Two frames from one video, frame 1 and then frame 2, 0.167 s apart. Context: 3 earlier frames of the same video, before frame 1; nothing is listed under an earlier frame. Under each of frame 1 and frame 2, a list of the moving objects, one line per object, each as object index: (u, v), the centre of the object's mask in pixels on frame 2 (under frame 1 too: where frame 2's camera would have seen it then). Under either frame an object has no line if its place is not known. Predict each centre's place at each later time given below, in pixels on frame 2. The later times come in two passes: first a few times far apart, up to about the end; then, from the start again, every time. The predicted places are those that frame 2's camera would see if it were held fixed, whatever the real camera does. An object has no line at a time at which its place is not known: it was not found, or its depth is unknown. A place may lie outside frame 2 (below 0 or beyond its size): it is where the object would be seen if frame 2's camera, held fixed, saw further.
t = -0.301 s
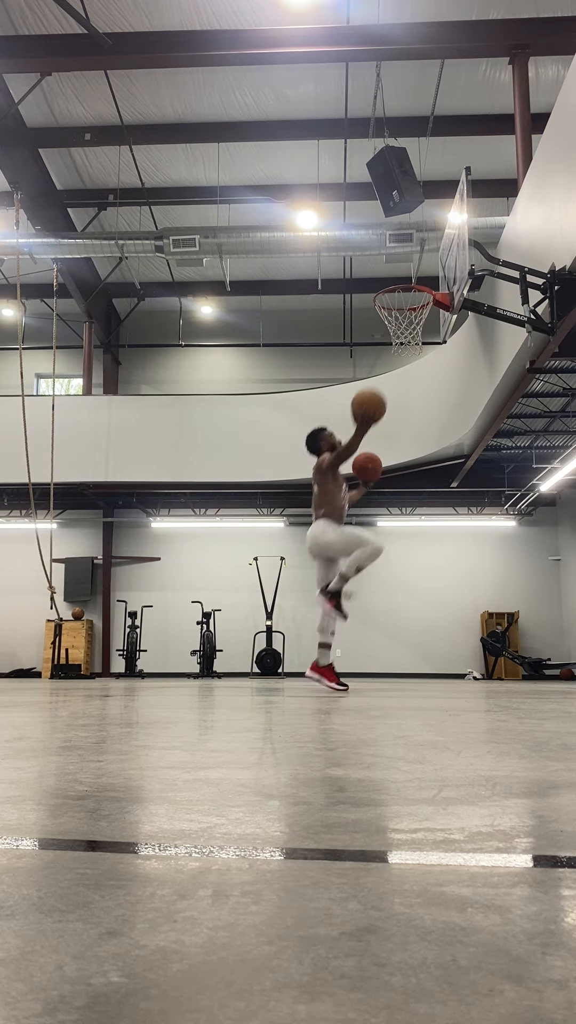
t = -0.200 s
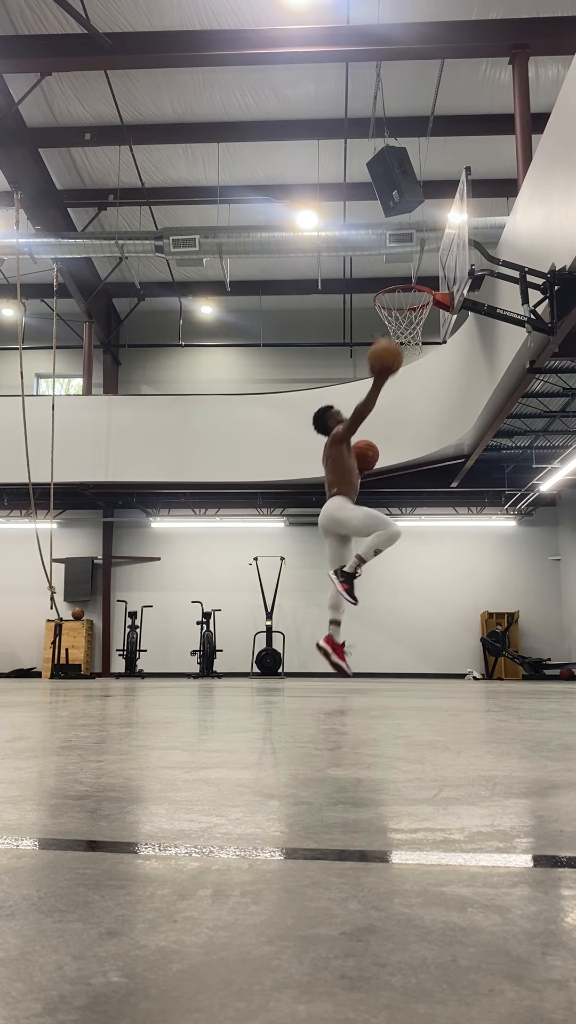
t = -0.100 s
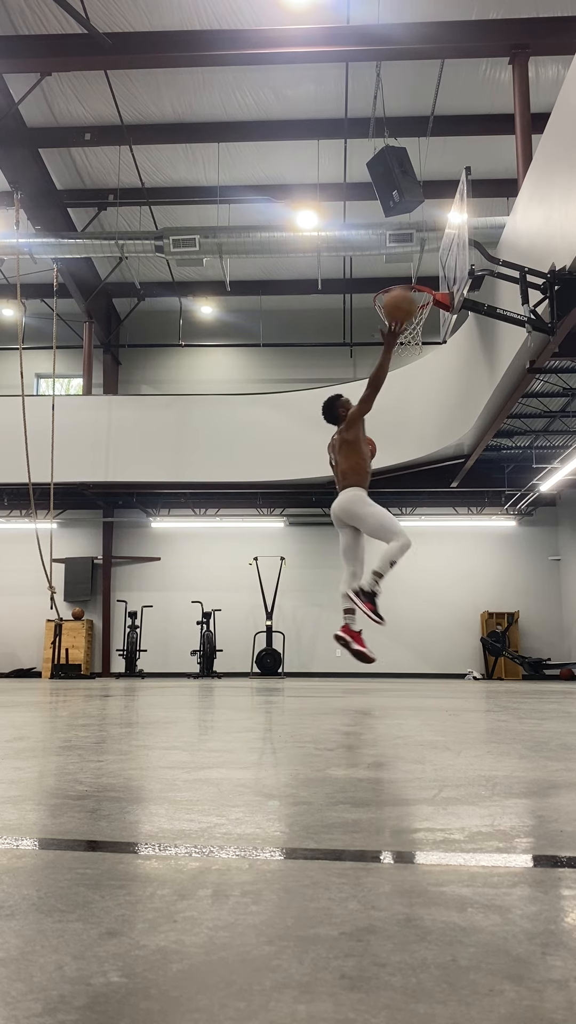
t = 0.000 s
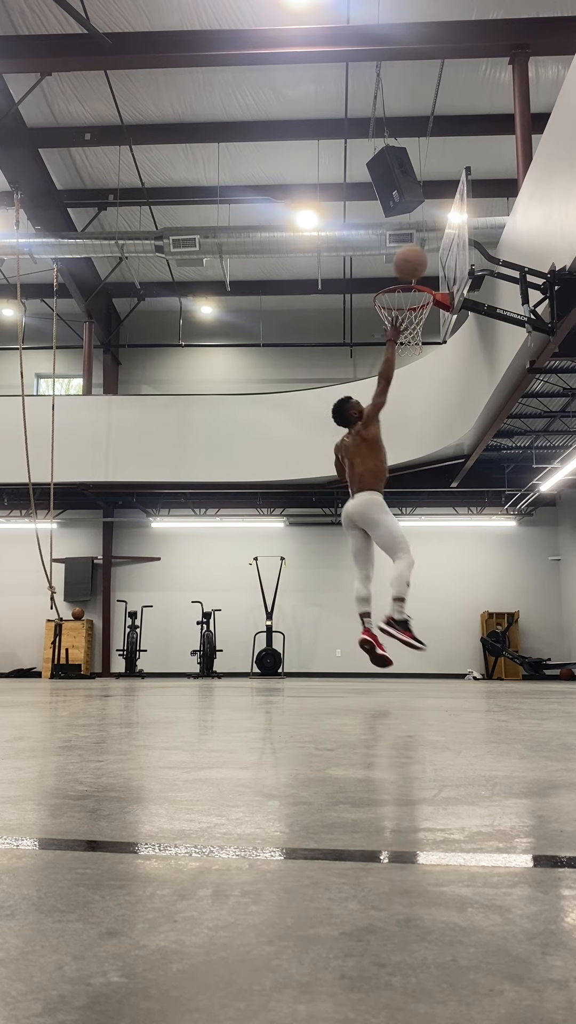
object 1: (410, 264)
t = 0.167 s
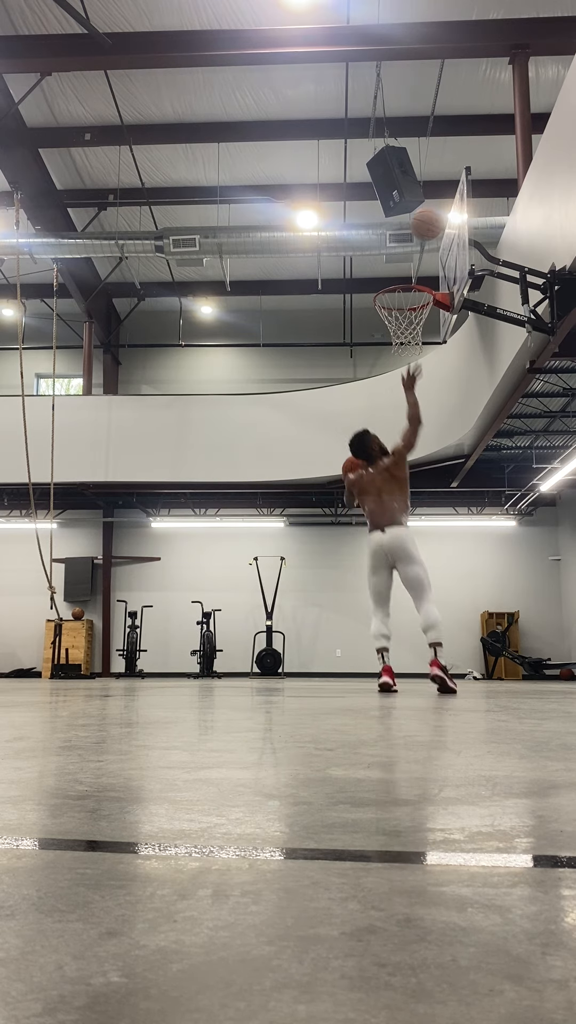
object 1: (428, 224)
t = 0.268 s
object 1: (435, 218)
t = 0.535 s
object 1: (420, 250)
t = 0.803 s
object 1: (390, 305)
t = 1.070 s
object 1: (399, 339)
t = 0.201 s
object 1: (430, 221)
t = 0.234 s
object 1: (432, 219)
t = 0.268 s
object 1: (435, 218)
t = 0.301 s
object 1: (438, 220)
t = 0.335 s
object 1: (440, 221)
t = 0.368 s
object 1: (436, 224)
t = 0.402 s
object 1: (433, 227)
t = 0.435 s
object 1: (430, 230)
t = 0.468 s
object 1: (428, 235)
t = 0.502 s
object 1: (423, 242)
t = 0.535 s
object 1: (420, 250)
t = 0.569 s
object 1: (417, 260)
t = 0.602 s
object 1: (414, 270)
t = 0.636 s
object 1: (411, 277)
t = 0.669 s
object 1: (407, 295)
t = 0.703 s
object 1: (403, 296)
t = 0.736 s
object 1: (399, 298)
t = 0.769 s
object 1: (394, 301)
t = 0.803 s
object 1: (390, 305)
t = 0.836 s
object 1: (386, 312)
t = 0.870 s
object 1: (382, 317)
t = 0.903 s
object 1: (384, 319)
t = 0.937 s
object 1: (388, 322)
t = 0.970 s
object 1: (390, 326)
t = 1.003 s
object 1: (393, 330)
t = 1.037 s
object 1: (395, 333)
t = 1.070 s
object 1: (399, 339)
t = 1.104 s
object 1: (403, 346)
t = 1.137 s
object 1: (406, 355)
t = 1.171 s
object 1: (410, 365)
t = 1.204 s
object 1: (413, 378)
